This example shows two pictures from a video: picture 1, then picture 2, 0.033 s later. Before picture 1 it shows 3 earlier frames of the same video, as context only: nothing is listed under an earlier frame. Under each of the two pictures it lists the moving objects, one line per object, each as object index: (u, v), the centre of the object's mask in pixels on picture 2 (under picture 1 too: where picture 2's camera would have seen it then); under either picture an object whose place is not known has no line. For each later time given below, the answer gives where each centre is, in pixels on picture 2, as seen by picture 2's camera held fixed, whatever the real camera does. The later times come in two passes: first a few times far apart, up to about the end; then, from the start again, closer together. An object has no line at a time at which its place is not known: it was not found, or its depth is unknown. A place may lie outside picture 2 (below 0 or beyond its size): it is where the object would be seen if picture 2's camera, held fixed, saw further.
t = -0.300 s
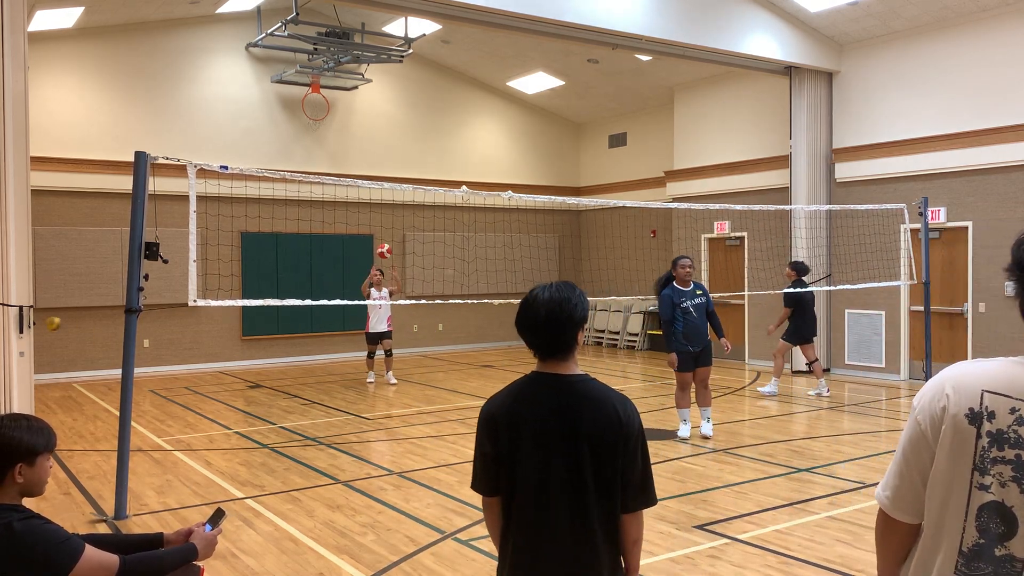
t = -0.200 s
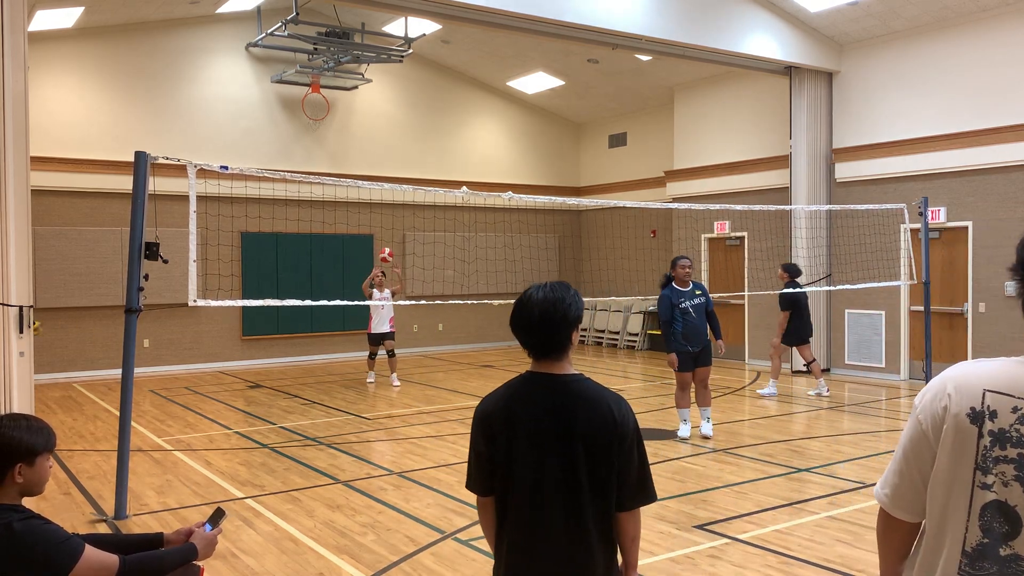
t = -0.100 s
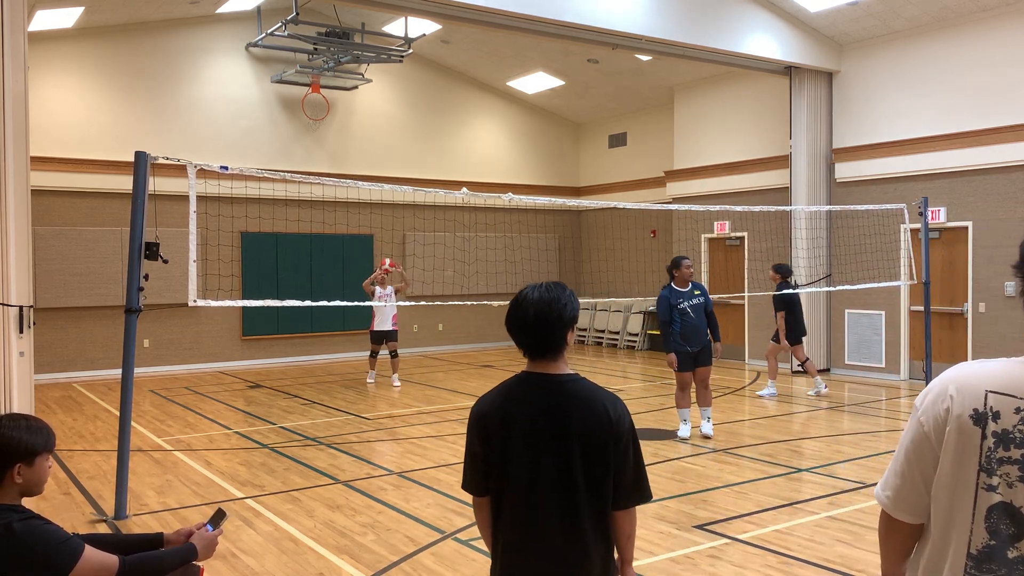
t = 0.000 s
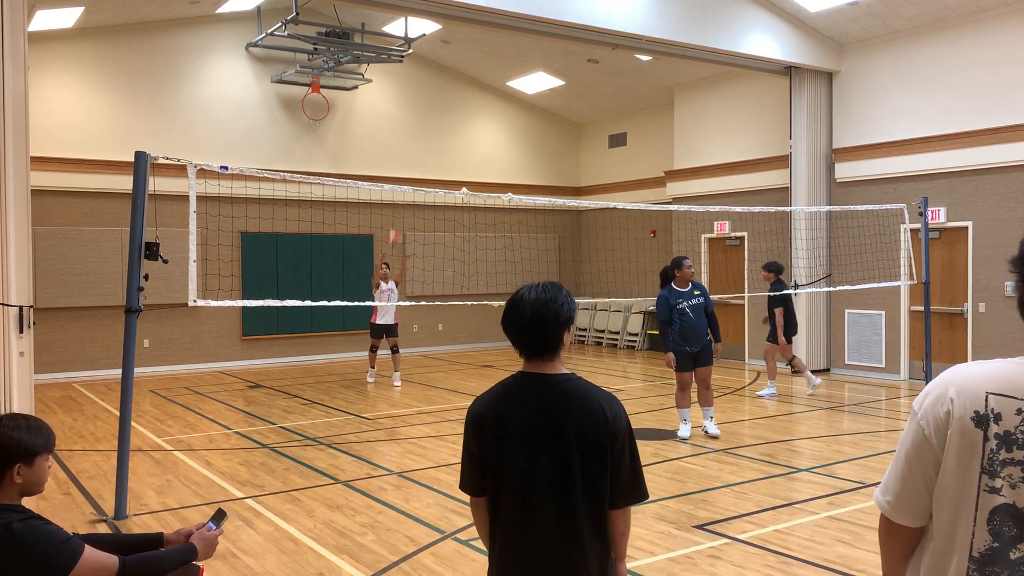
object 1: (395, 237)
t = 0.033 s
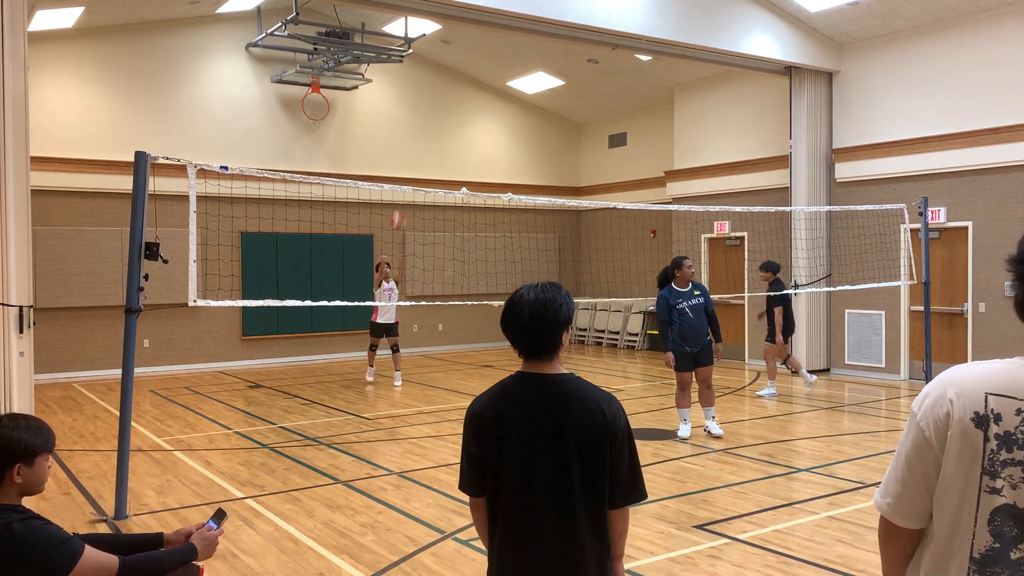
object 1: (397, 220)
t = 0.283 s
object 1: (429, 103)
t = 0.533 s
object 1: (472, 11)
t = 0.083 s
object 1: (403, 197)
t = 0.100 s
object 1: (404, 185)
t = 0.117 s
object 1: (407, 178)
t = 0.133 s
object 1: (409, 171)
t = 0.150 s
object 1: (411, 163)
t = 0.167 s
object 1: (413, 155)
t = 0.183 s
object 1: (415, 148)
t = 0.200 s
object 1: (417, 141)
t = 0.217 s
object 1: (419, 133)
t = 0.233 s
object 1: (422, 126)
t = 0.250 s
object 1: (424, 118)
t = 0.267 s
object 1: (426, 111)
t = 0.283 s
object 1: (429, 103)
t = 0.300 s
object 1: (432, 96)
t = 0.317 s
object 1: (434, 89)
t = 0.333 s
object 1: (437, 82)
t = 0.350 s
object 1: (439, 76)
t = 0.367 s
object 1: (442, 69)
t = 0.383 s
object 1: (445, 63)
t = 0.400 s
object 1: (448, 56)
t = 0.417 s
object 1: (450, 50)
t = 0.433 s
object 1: (453, 44)
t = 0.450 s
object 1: (456, 38)
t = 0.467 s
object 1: (459, 33)
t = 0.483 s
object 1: (462, 27)
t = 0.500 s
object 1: (465, 21)
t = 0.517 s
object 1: (468, 16)
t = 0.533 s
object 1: (472, 11)
